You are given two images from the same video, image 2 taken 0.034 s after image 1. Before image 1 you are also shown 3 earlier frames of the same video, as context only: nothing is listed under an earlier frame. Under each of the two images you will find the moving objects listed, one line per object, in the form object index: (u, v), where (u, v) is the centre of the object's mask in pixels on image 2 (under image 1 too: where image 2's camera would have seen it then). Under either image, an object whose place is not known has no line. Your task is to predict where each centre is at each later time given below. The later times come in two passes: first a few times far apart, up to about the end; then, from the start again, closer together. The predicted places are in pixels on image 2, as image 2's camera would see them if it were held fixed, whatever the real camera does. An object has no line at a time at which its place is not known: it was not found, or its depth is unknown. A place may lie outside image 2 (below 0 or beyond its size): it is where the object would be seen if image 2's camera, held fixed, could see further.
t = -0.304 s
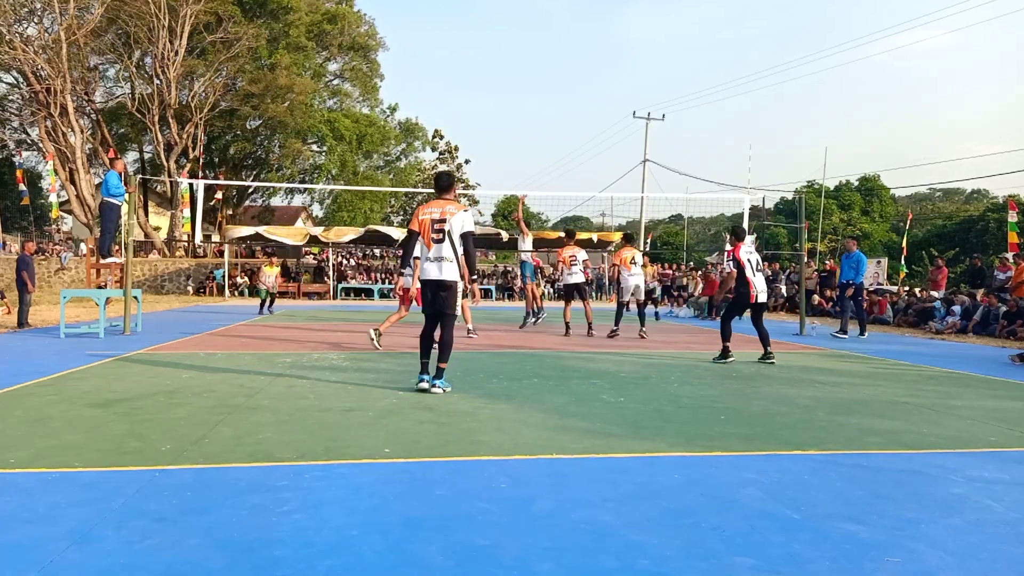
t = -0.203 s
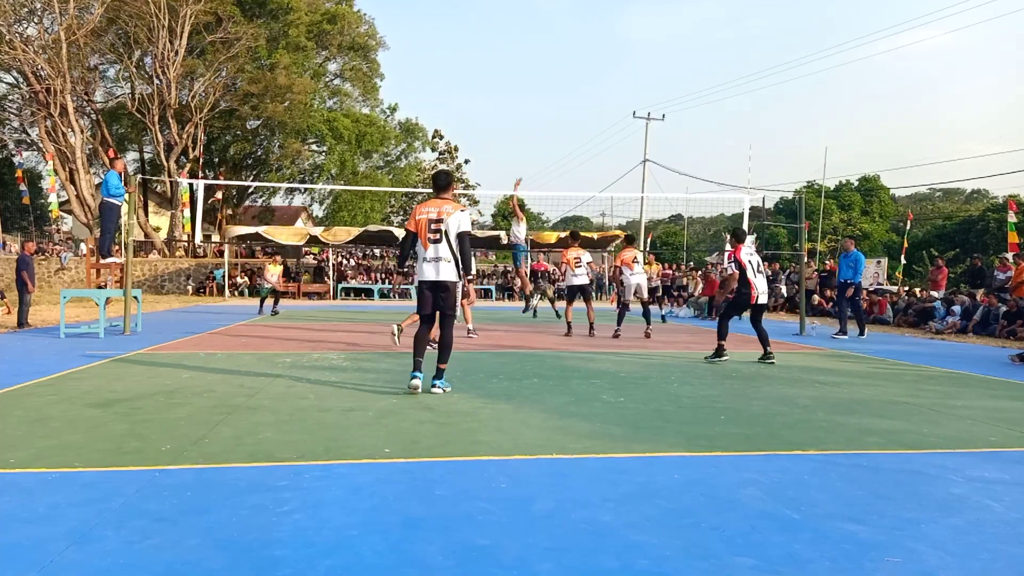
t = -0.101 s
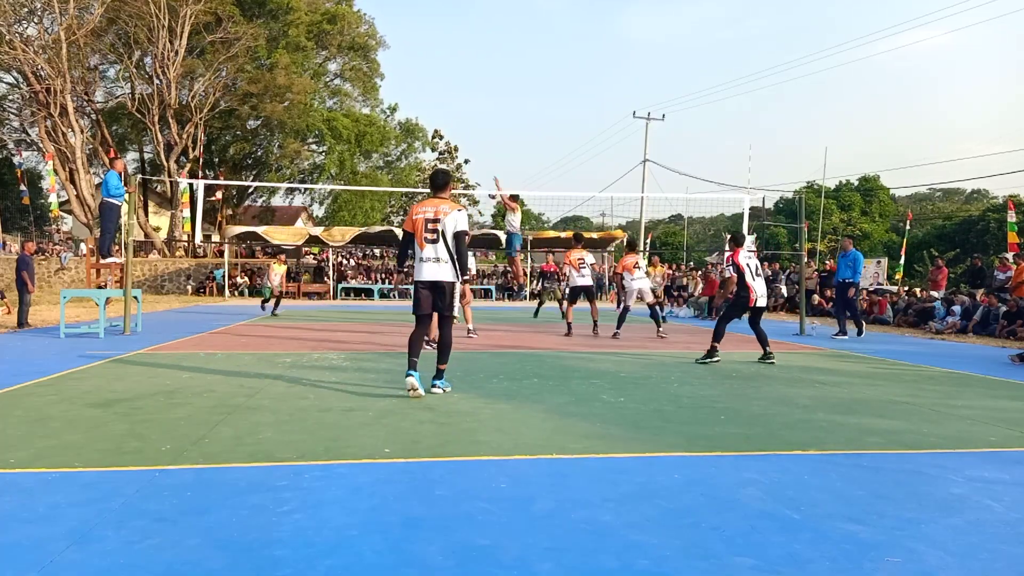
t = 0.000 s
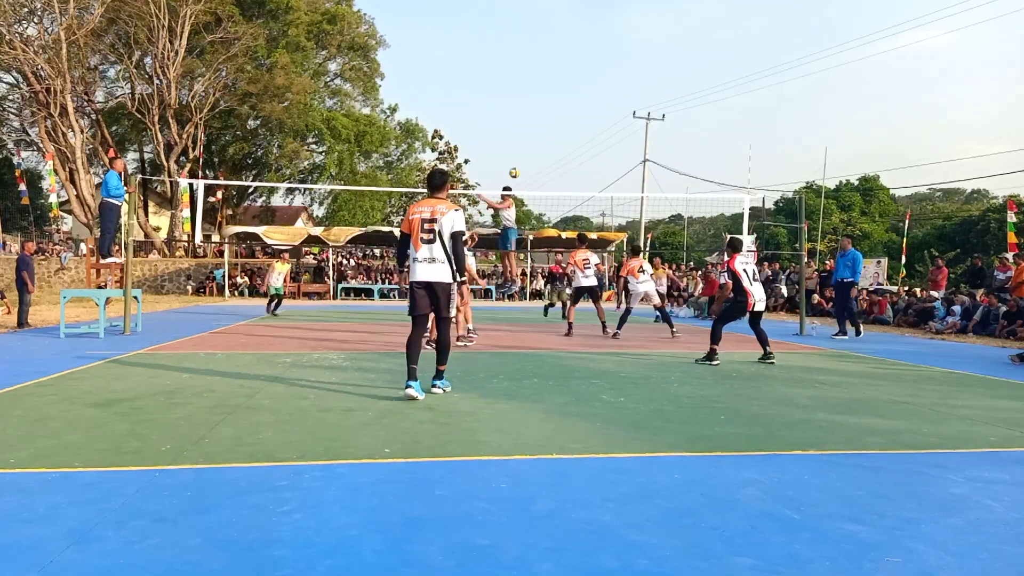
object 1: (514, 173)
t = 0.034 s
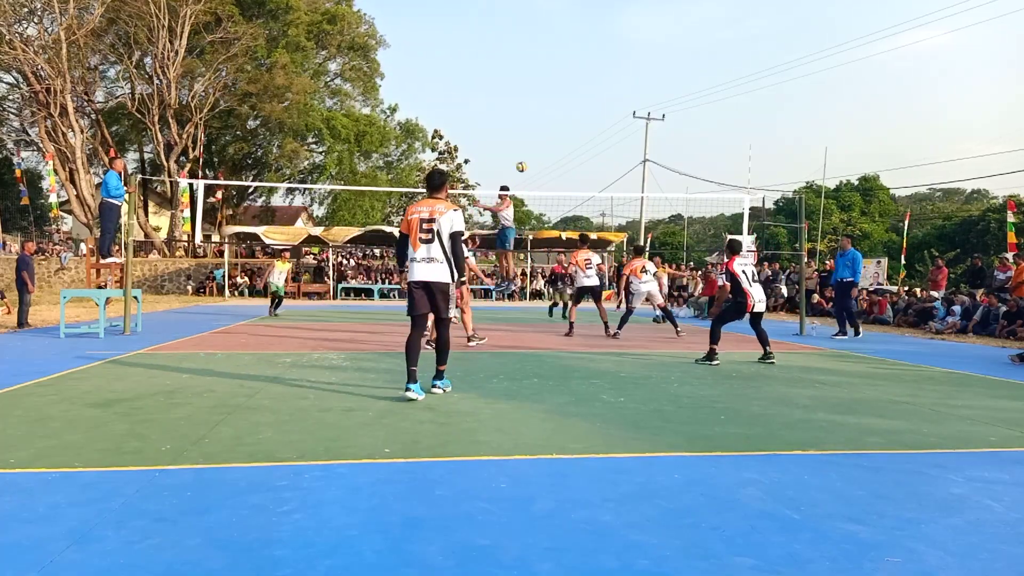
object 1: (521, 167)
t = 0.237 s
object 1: (564, 143)
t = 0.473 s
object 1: (616, 141)
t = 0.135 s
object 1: (542, 153)
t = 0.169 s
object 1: (549, 149)
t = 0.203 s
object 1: (557, 145)
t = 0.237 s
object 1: (564, 143)
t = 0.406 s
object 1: (601, 138)
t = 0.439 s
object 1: (608, 139)
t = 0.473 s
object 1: (616, 141)
